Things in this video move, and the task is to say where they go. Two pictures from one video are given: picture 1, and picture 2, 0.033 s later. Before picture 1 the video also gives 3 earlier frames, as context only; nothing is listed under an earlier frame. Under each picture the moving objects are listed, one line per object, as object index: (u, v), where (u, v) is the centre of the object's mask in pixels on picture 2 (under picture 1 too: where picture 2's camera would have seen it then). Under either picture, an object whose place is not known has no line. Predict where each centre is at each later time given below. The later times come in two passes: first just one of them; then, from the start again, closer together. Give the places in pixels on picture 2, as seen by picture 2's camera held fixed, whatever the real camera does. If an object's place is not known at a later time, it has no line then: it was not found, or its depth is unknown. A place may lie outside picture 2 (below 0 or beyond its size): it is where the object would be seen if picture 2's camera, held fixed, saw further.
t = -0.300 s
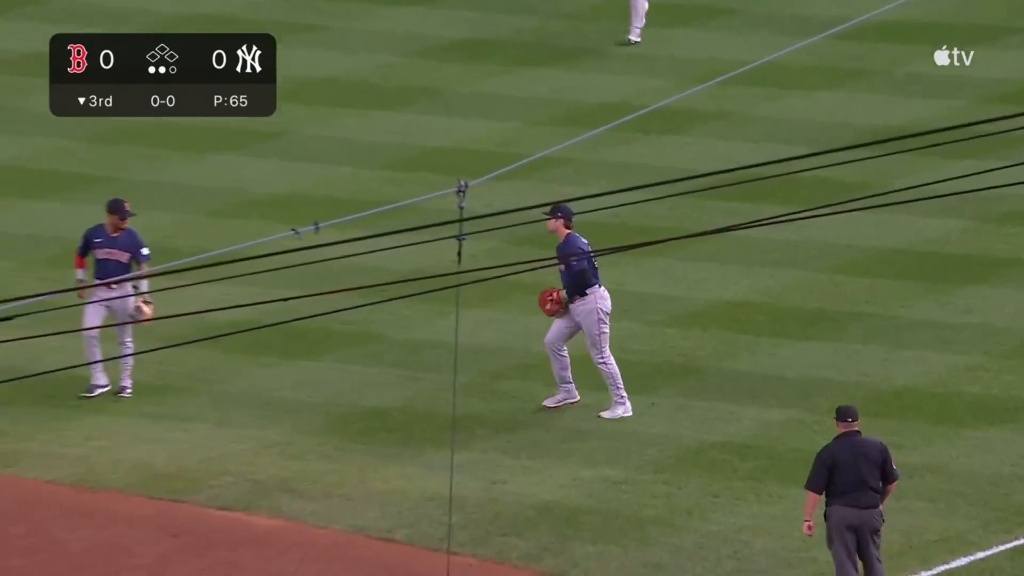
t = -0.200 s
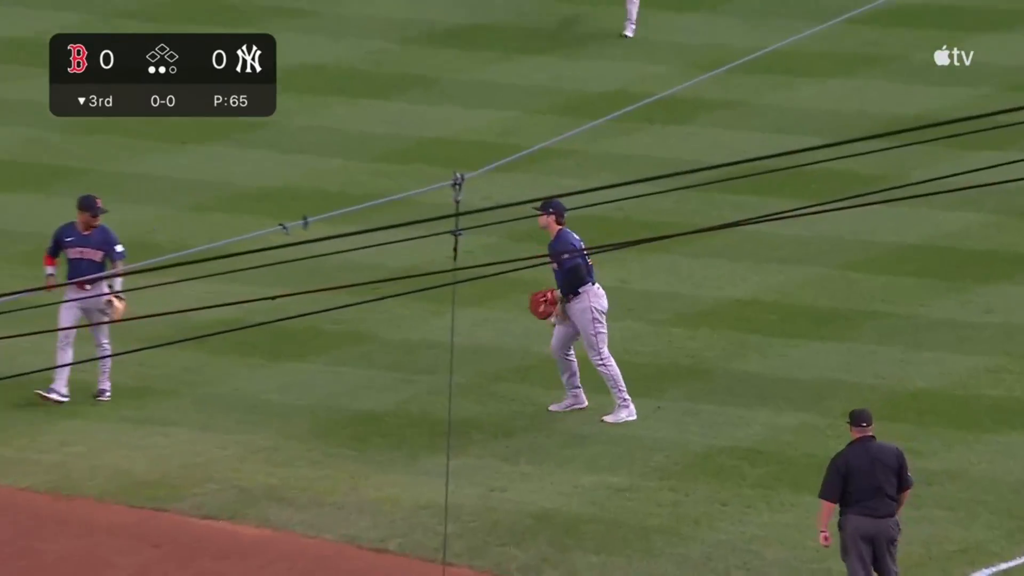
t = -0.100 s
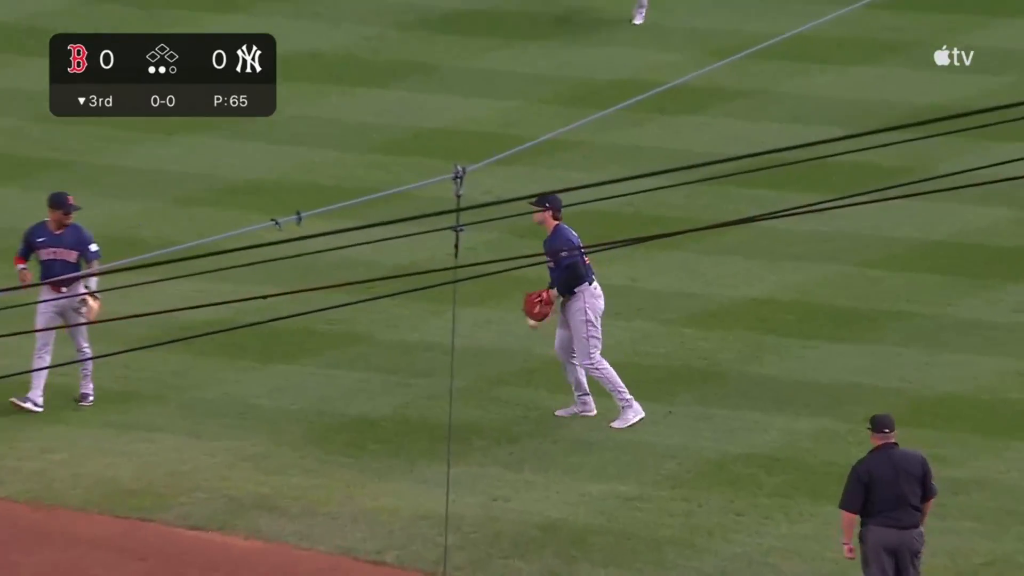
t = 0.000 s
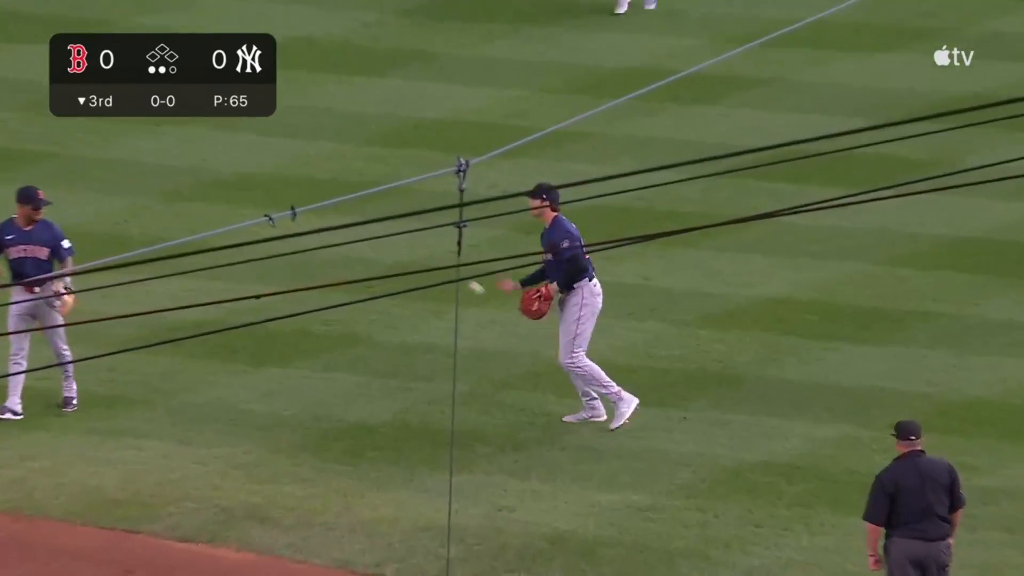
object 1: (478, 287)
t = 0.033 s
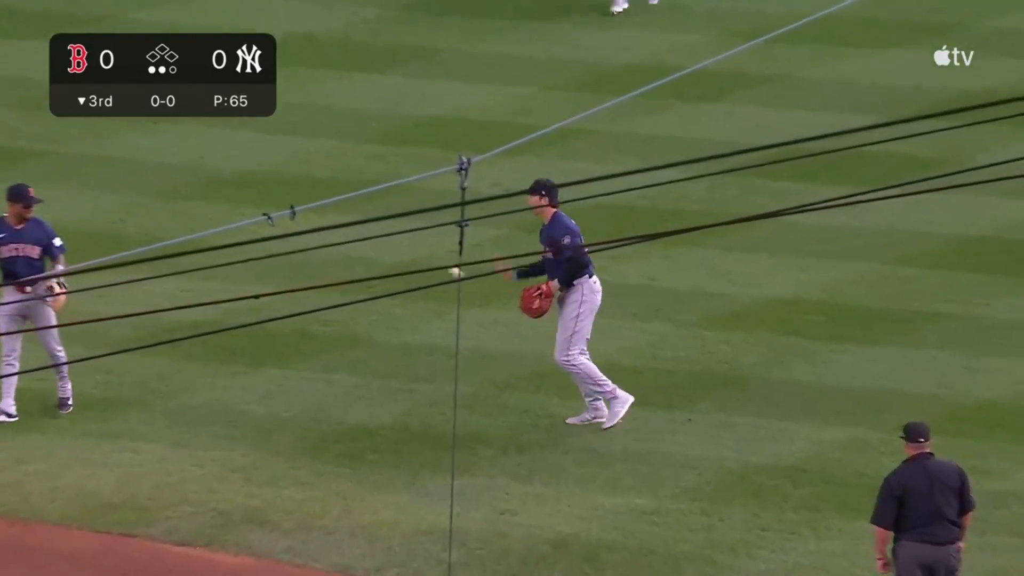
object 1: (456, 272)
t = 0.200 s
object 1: (340, 212)
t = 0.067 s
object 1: (432, 256)
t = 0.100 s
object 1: (409, 243)
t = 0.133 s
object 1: (385, 230)
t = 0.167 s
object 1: (363, 221)
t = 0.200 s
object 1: (340, 212)
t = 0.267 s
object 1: (295, 200)
